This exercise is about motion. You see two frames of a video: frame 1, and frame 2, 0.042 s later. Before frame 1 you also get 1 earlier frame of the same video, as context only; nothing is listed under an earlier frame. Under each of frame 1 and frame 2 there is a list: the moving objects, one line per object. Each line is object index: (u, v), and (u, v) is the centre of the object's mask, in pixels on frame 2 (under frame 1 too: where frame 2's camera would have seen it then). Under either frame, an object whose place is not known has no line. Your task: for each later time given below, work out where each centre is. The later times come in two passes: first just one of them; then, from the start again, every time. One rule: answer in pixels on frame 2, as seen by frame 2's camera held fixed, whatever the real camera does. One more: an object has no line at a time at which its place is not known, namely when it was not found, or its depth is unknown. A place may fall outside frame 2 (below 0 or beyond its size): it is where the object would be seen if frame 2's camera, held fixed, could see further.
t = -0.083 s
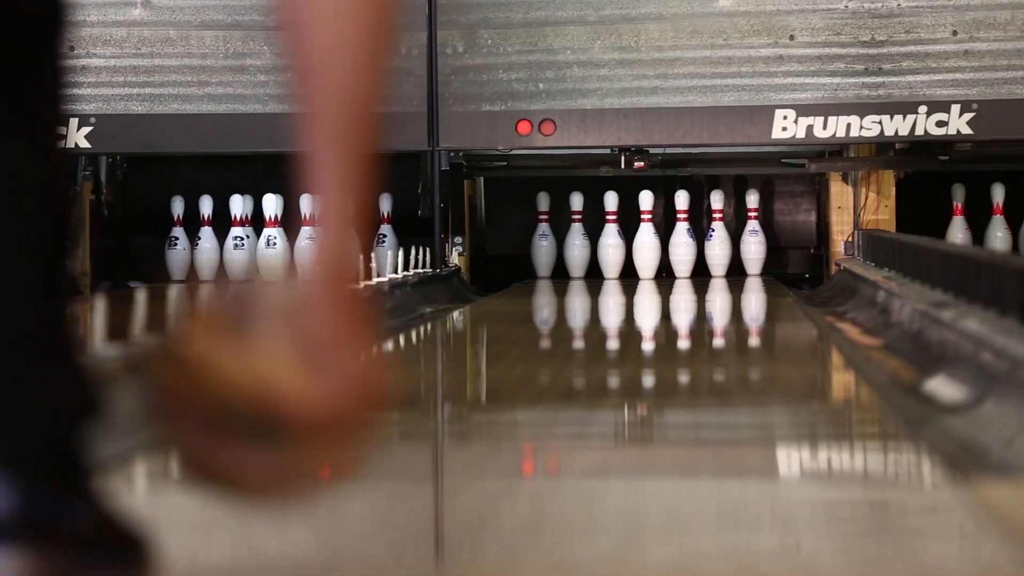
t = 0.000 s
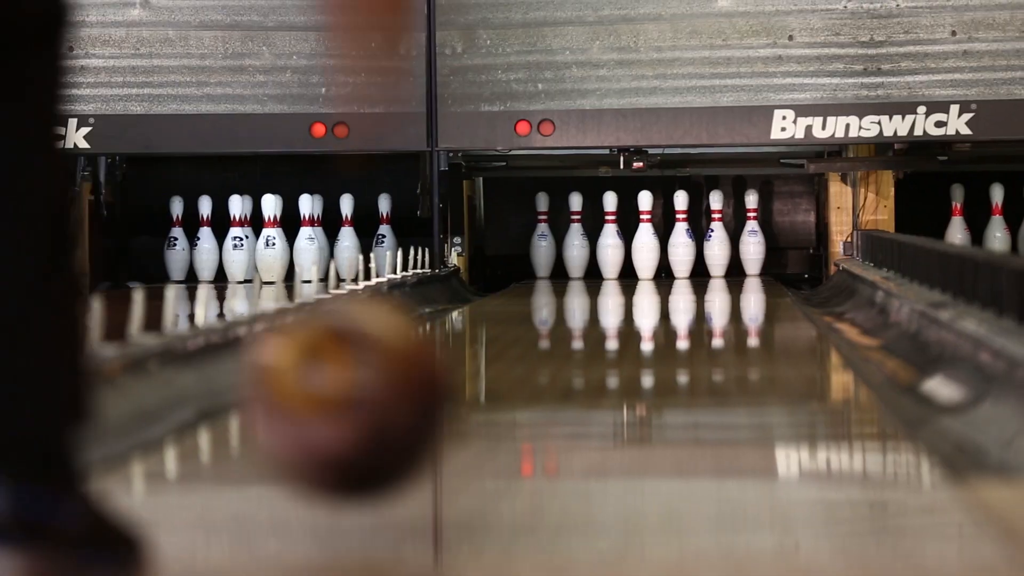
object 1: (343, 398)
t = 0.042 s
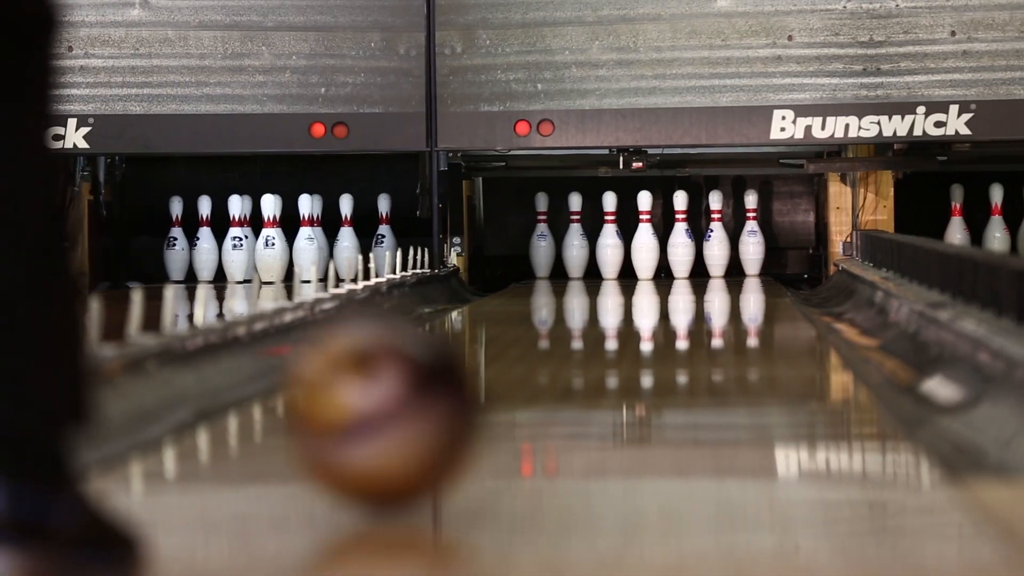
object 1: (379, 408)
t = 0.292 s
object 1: (525, 361)
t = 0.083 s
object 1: (413, 403)
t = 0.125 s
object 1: (441, 388)
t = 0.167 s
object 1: (464, 381)
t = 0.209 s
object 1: (488, 376)
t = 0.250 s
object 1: (507, 366)
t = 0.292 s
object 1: (525, 361)
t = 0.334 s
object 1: (541, 355)
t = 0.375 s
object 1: (557, 350)
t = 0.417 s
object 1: (574, 343)
